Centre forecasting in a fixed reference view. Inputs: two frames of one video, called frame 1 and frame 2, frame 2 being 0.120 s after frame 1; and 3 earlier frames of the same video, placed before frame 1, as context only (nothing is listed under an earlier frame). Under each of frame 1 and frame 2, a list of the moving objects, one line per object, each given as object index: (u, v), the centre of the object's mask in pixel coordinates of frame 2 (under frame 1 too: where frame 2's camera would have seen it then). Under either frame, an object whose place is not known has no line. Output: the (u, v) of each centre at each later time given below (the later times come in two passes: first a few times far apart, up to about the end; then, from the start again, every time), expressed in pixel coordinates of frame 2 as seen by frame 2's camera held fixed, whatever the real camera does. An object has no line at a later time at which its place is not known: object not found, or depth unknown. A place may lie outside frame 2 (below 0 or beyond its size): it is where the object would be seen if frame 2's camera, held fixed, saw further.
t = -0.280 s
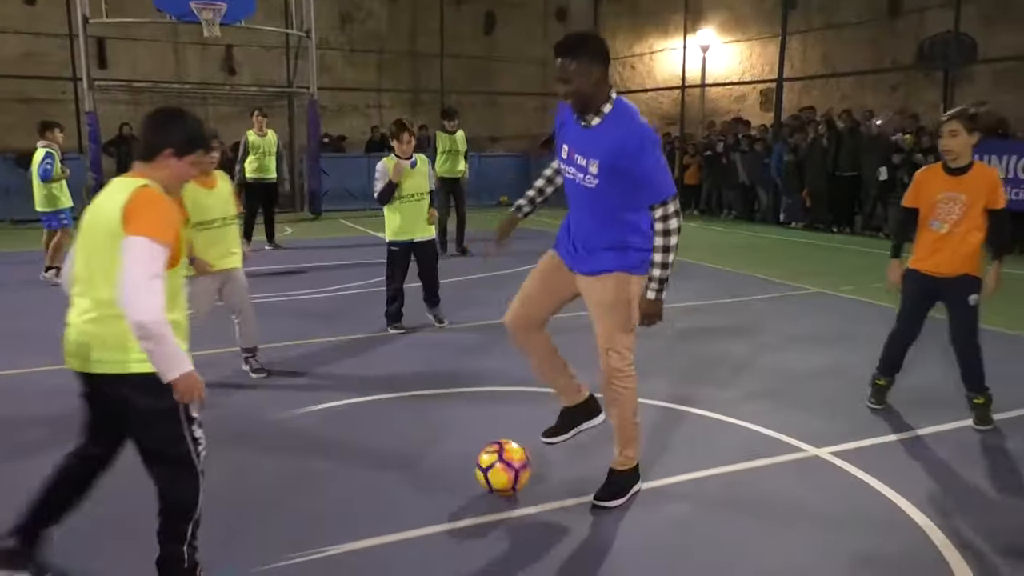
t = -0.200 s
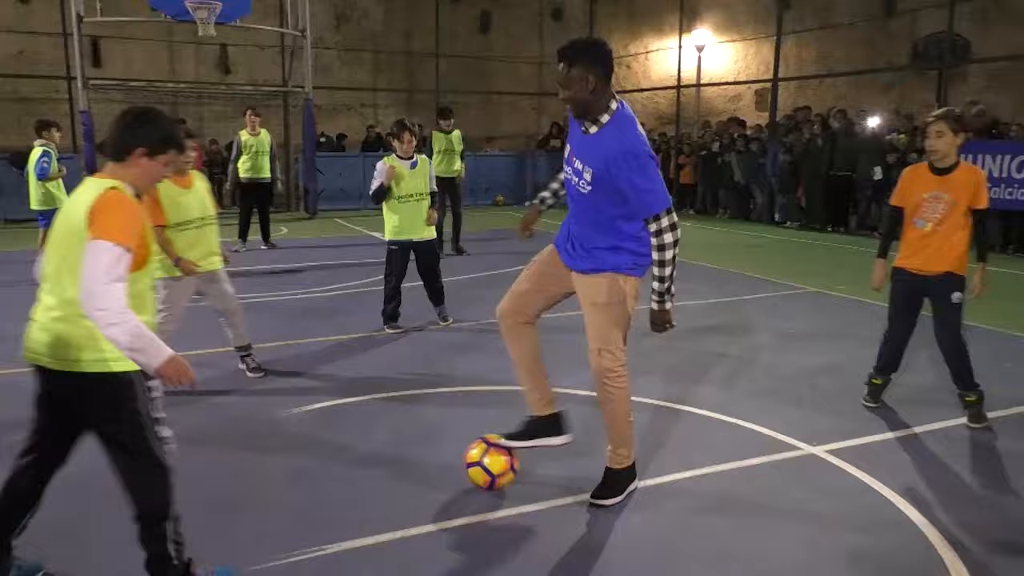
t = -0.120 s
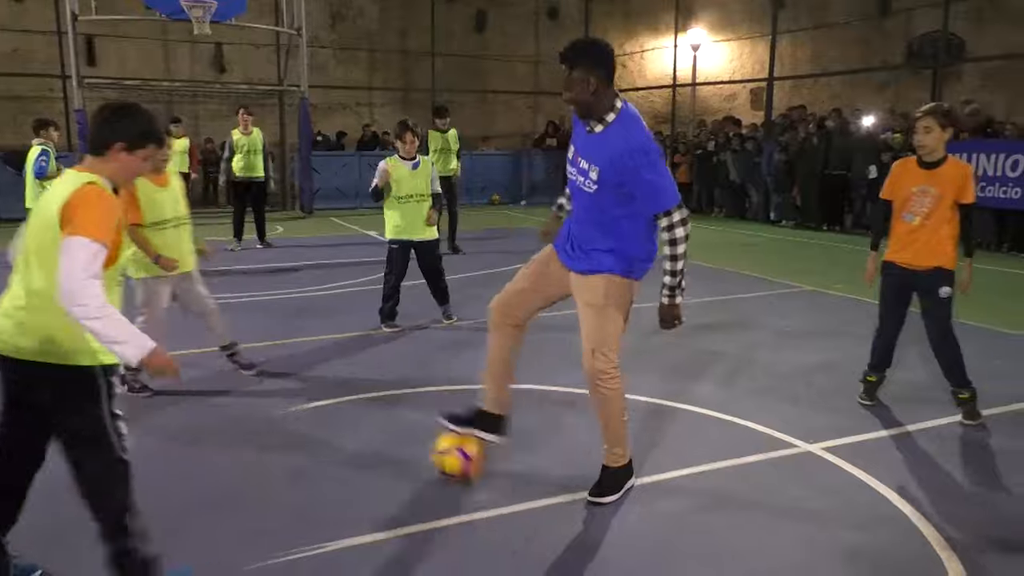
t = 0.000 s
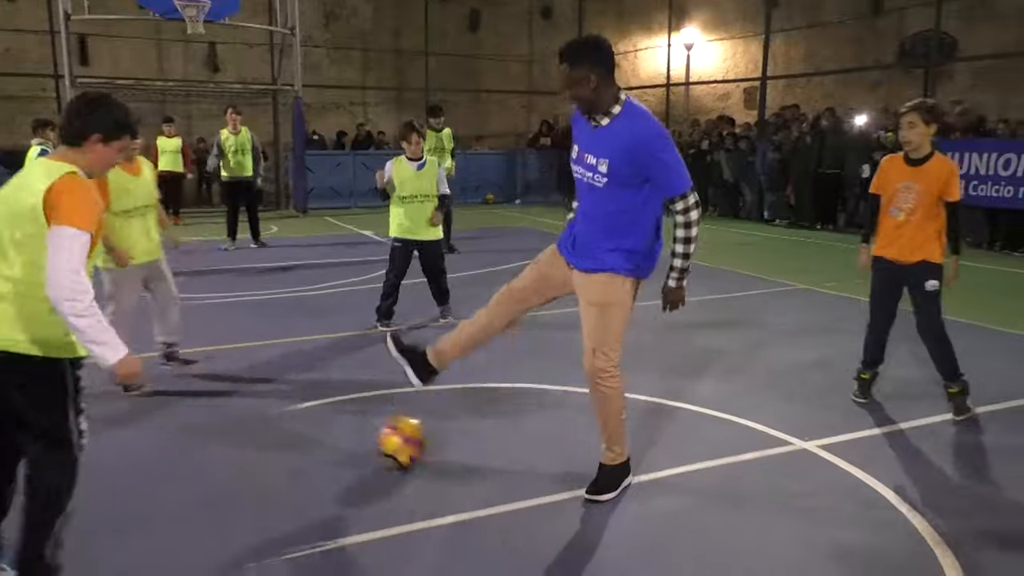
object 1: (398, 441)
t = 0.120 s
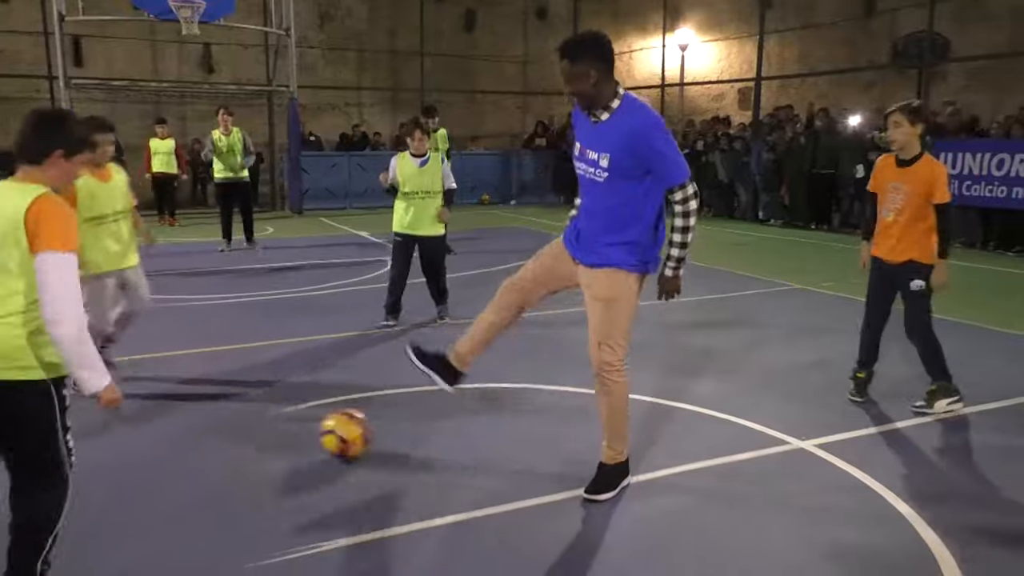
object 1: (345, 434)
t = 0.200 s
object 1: (310, 428)
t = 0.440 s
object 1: (218, 415)
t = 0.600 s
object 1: (167, 405)
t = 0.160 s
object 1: (327, 431)
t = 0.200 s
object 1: (310, 428)
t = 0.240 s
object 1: (295, 425)
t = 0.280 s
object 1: (279, 423)
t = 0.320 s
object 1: (263, 422)
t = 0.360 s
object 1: (248, 419)
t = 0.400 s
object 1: (232, 417)
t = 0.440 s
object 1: (218, 415)
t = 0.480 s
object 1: (204, 412)
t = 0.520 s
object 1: (190, 410)
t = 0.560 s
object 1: (177, 407)
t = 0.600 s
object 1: (167, 405)
